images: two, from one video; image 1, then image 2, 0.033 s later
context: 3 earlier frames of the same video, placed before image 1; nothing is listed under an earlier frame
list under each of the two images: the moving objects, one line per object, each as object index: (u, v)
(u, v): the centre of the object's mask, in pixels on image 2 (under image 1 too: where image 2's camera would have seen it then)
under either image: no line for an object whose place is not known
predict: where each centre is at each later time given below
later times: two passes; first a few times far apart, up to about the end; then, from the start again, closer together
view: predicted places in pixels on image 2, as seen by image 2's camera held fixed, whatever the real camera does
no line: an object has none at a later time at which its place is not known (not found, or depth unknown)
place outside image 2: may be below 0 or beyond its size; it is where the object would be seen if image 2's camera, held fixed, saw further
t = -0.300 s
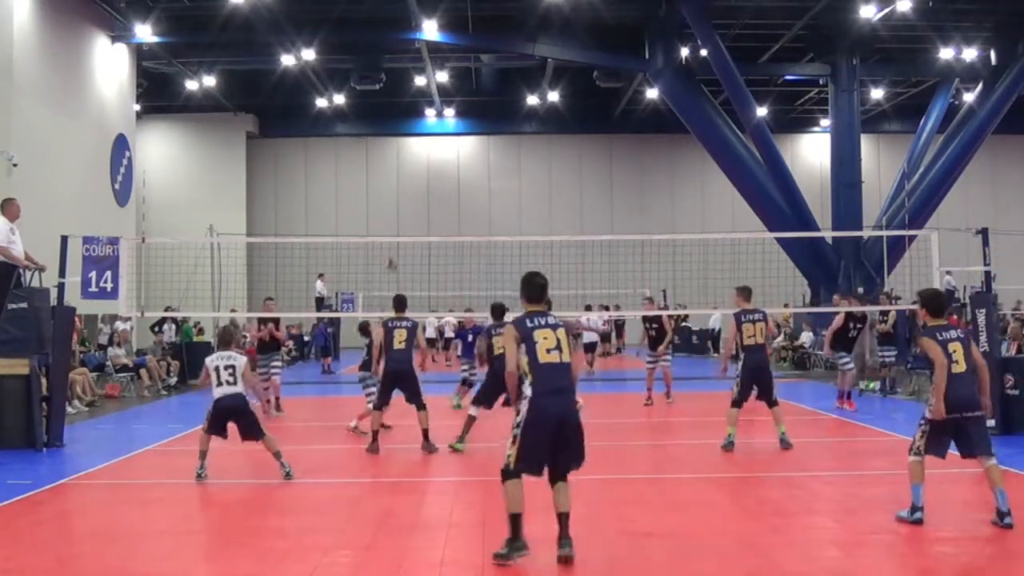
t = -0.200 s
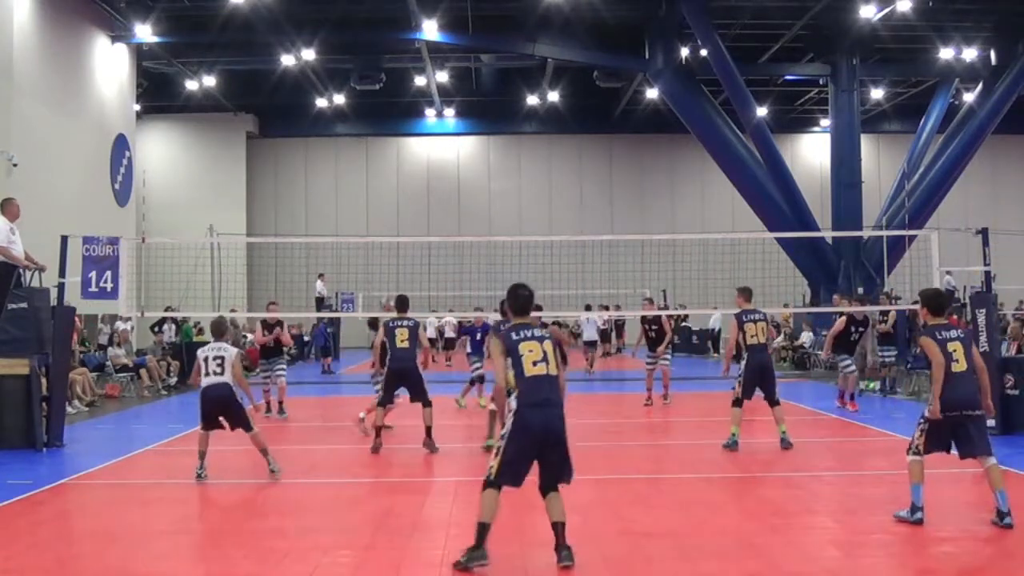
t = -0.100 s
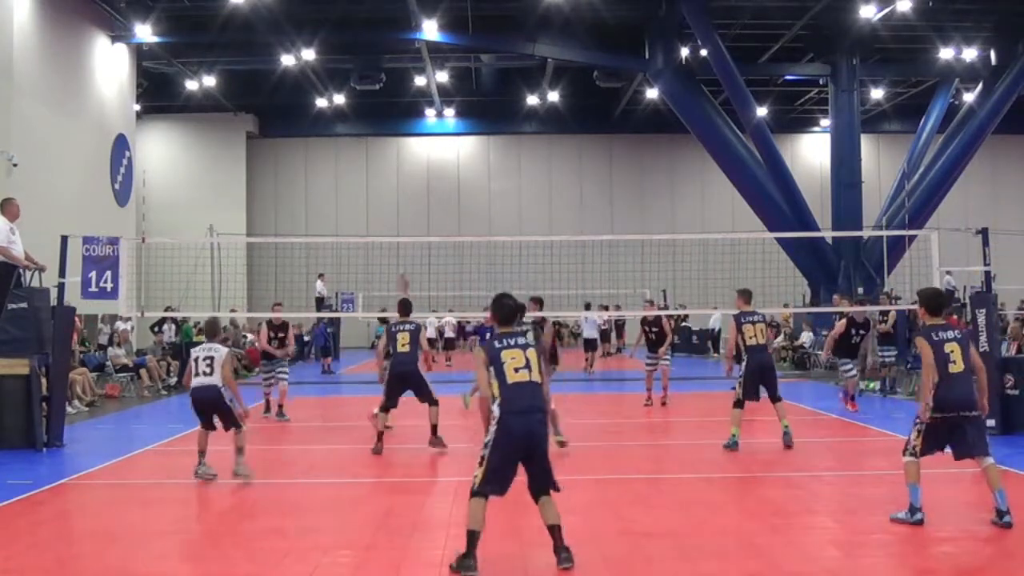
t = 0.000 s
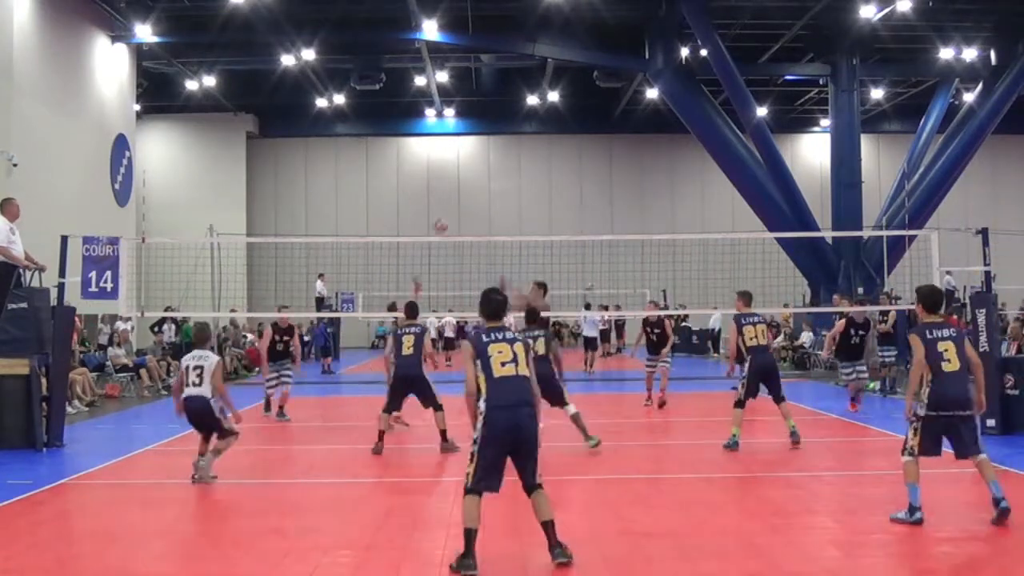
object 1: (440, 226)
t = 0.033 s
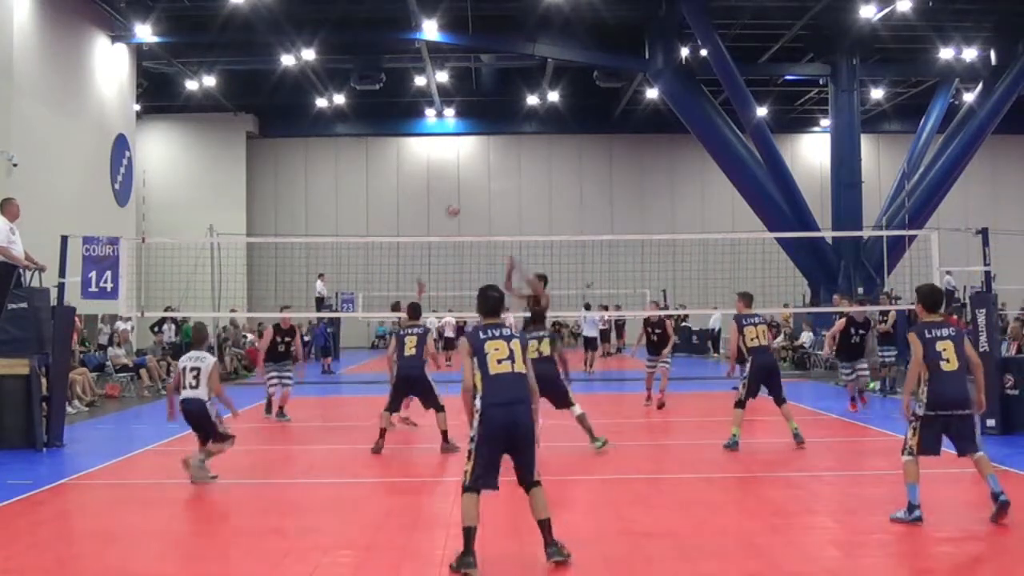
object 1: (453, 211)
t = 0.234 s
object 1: (524, 130)
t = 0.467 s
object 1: (603, 79)
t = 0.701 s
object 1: (681, 66)
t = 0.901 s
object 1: (746, 87)
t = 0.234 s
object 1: (524, 130)
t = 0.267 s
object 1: (536, 121)
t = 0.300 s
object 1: (548, 112)
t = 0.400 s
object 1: (581, 90)
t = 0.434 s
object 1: (592, 84)
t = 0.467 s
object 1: (603, 79)
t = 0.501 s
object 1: (615, 75)
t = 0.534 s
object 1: (625, 71)
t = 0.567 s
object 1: (636, 69)
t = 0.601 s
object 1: (647, 68)
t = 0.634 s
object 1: (658, 66)
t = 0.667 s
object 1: (670, 65)
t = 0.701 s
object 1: (681, 66)
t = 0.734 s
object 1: (691, 67)
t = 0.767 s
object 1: (702, 70)
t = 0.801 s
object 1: (713, 73)
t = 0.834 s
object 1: (724, 78)
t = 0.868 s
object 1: (735, 81)
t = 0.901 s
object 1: (746, 87)
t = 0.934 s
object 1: (757, 94)
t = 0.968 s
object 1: (767, 99)
